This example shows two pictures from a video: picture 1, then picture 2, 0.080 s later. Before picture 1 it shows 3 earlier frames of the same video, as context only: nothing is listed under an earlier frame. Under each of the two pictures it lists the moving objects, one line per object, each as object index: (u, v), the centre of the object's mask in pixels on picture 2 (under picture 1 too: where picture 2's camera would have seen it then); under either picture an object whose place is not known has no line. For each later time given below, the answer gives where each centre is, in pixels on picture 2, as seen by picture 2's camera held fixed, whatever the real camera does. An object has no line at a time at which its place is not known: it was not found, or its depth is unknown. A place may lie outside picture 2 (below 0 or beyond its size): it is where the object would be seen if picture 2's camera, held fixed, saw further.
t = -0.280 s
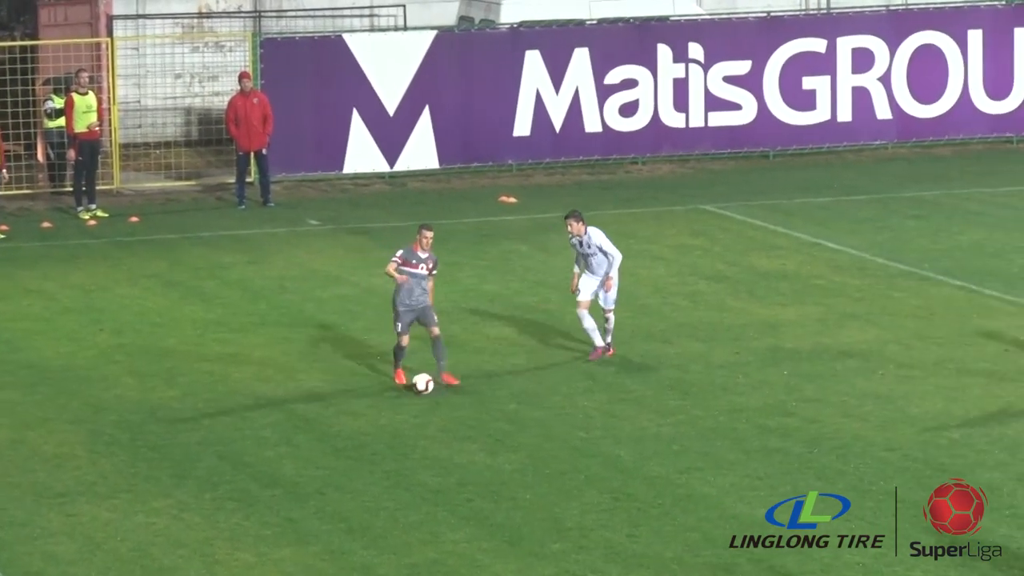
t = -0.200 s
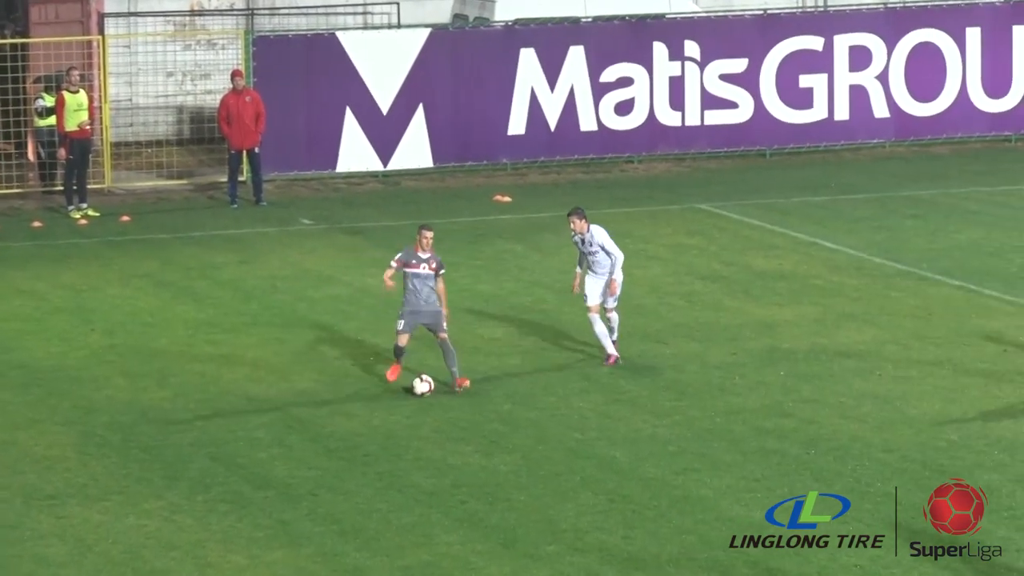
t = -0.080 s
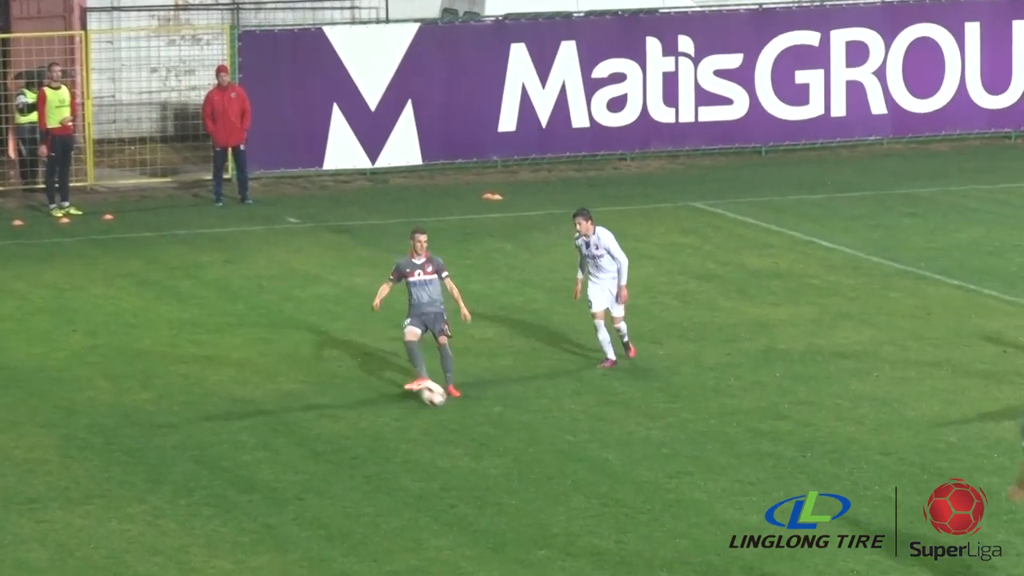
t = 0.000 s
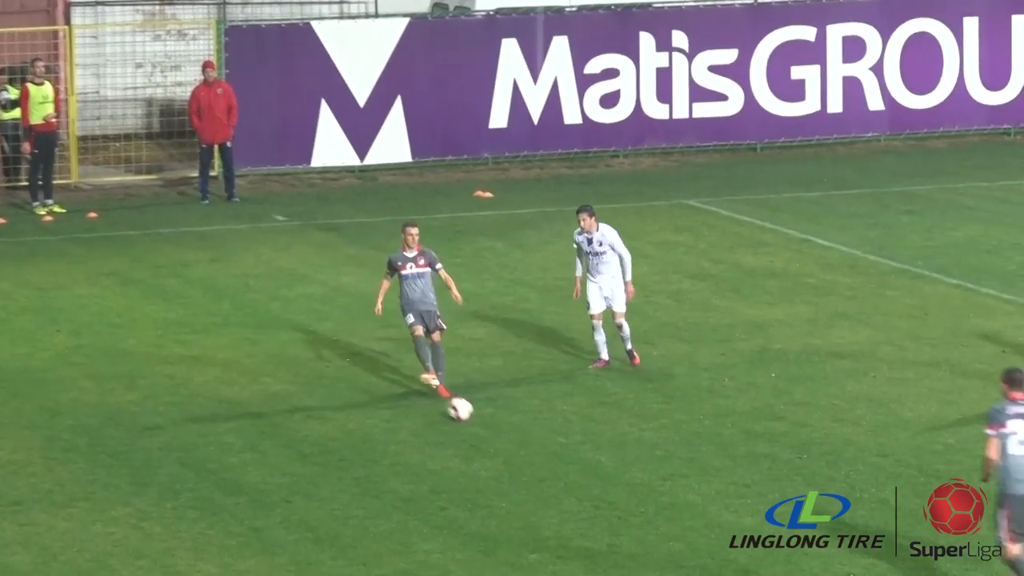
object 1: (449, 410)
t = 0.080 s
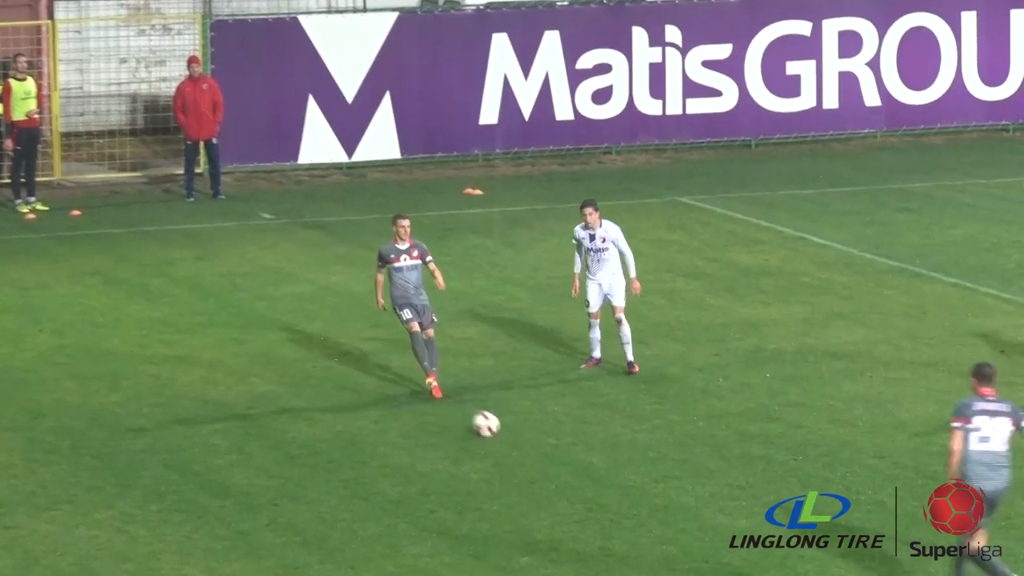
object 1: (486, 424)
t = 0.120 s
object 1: (503, 430)
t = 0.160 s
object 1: (520, 437)
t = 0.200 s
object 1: (537, 444)
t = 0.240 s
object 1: (553, 451)
